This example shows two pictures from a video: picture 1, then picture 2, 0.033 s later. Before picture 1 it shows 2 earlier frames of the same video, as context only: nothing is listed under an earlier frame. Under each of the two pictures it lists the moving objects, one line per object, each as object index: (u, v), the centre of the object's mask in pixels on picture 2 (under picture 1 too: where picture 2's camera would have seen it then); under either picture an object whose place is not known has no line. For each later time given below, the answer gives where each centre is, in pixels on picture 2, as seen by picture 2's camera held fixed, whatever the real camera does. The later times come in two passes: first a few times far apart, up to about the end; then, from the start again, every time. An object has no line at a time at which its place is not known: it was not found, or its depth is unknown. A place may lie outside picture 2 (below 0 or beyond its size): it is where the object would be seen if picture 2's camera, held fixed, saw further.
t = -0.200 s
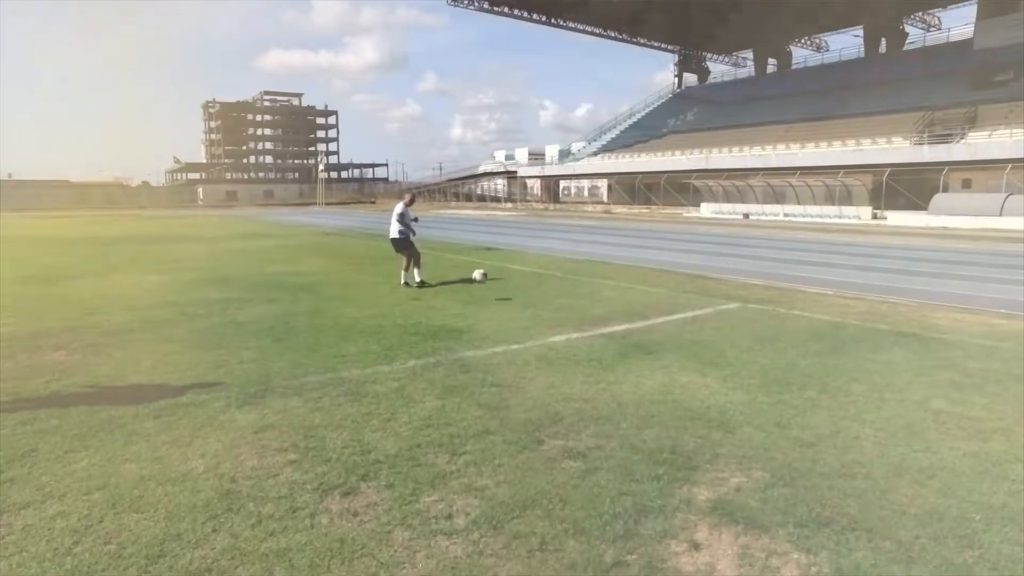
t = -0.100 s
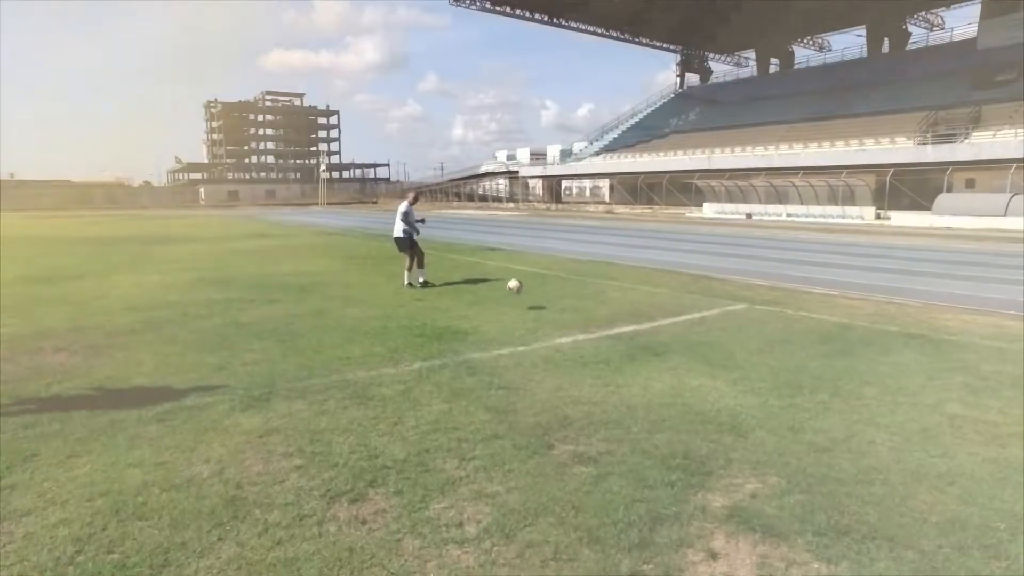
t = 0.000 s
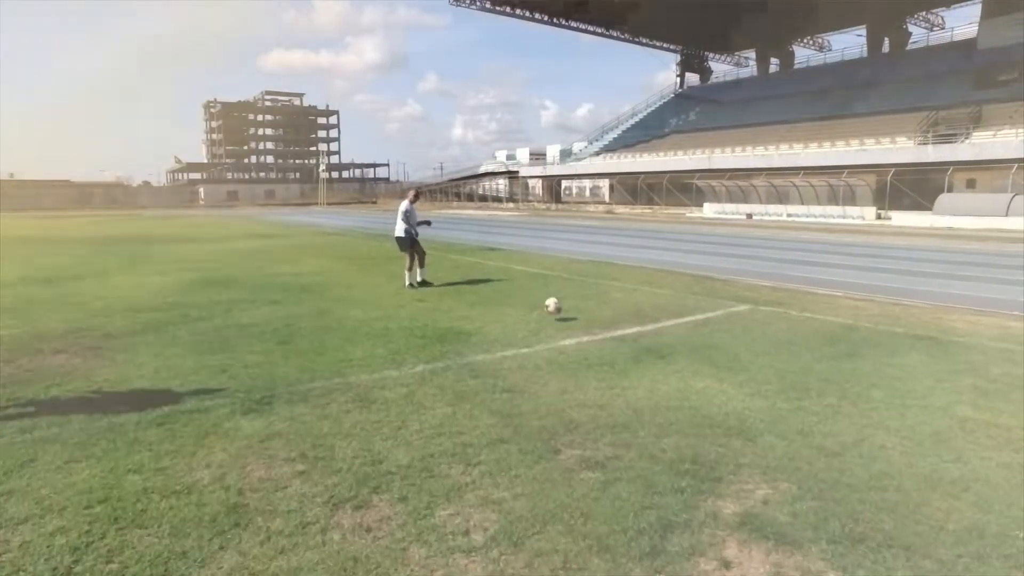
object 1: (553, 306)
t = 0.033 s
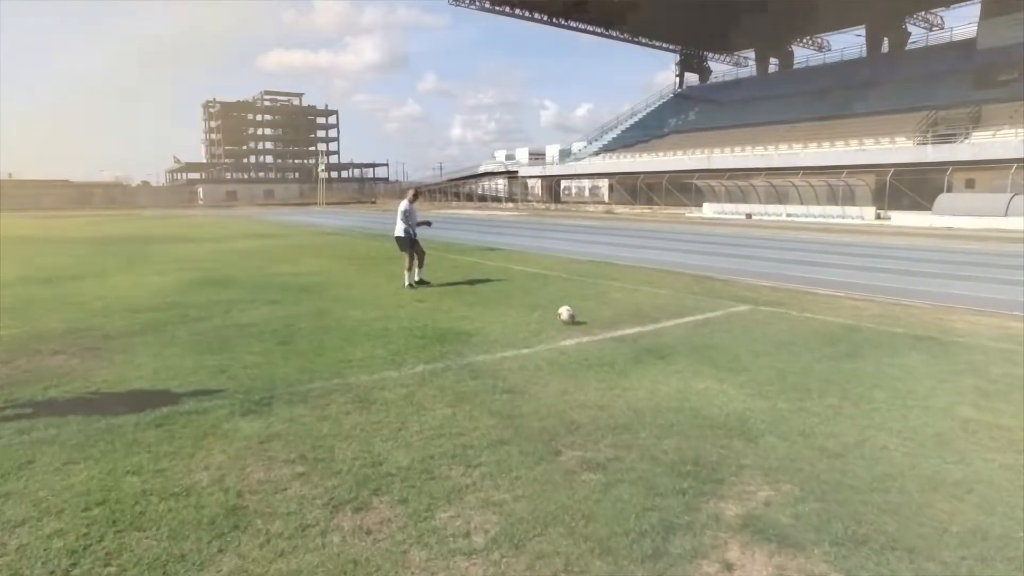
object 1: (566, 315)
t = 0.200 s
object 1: (619, 316)
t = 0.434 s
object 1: (700, 347)
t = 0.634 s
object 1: (766, 361)
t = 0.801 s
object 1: (826, 375)
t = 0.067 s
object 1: (578, 319)
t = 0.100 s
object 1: (587, 316)
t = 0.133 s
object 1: (598, 316)
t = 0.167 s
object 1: (608, 315)
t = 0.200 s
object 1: (619, 316)
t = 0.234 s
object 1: (630, 319)
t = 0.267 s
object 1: (642, 323)
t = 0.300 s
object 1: (654, 327)
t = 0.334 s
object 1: (665, 333)
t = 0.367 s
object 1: (677, 340)
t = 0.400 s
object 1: (689, 346)
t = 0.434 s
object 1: (700, 347)
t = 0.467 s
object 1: (711, 348)
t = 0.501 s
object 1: (722, 349)
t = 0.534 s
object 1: (731, 352)
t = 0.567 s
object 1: (743, 356)
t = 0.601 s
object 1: (753, 360)
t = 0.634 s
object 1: (766, 361)
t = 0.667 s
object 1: (777, 363)
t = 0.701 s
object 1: (789, 366)
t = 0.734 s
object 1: (800, 369)
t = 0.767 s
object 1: (811, 372)
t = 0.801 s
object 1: (826, 375)
